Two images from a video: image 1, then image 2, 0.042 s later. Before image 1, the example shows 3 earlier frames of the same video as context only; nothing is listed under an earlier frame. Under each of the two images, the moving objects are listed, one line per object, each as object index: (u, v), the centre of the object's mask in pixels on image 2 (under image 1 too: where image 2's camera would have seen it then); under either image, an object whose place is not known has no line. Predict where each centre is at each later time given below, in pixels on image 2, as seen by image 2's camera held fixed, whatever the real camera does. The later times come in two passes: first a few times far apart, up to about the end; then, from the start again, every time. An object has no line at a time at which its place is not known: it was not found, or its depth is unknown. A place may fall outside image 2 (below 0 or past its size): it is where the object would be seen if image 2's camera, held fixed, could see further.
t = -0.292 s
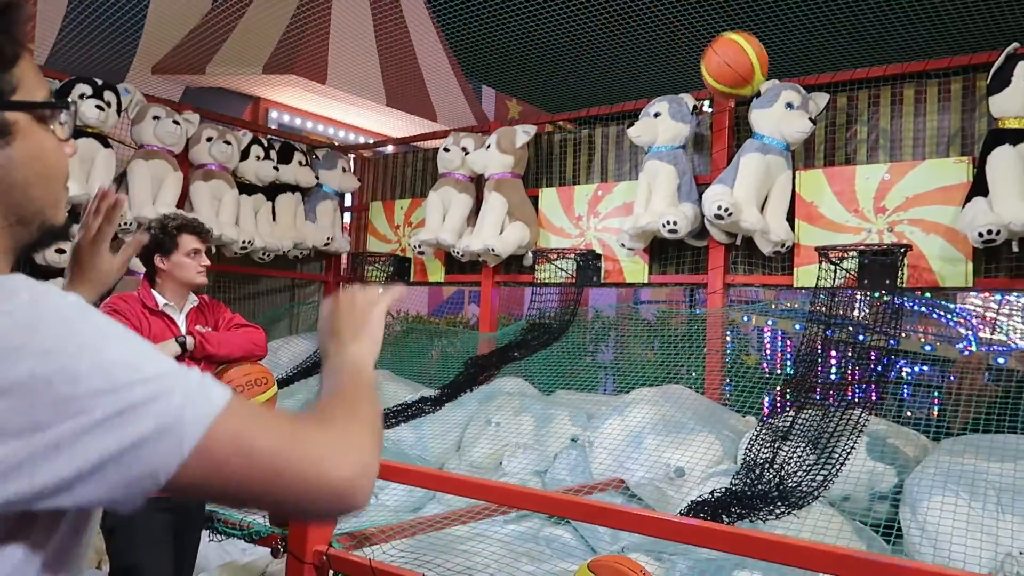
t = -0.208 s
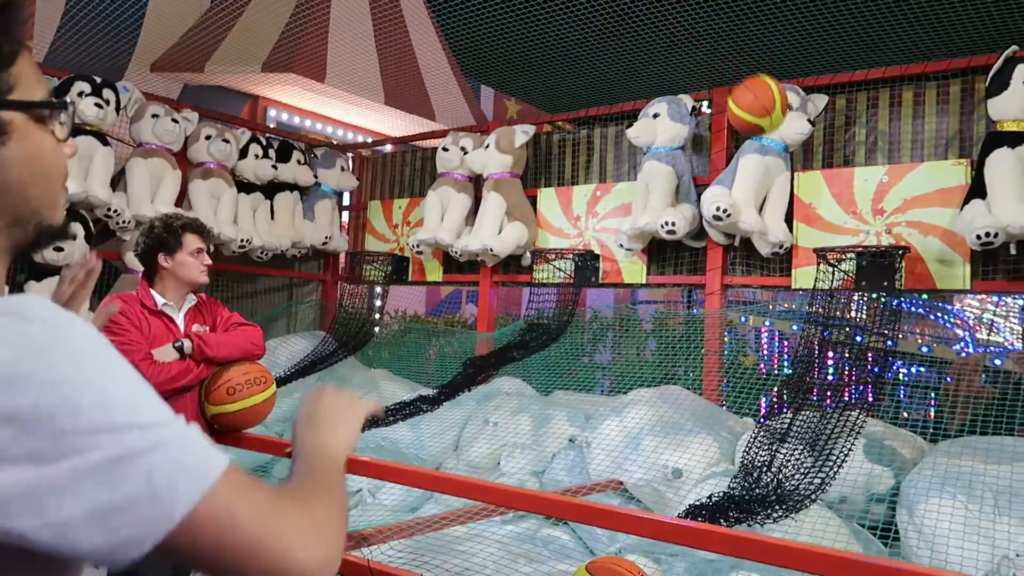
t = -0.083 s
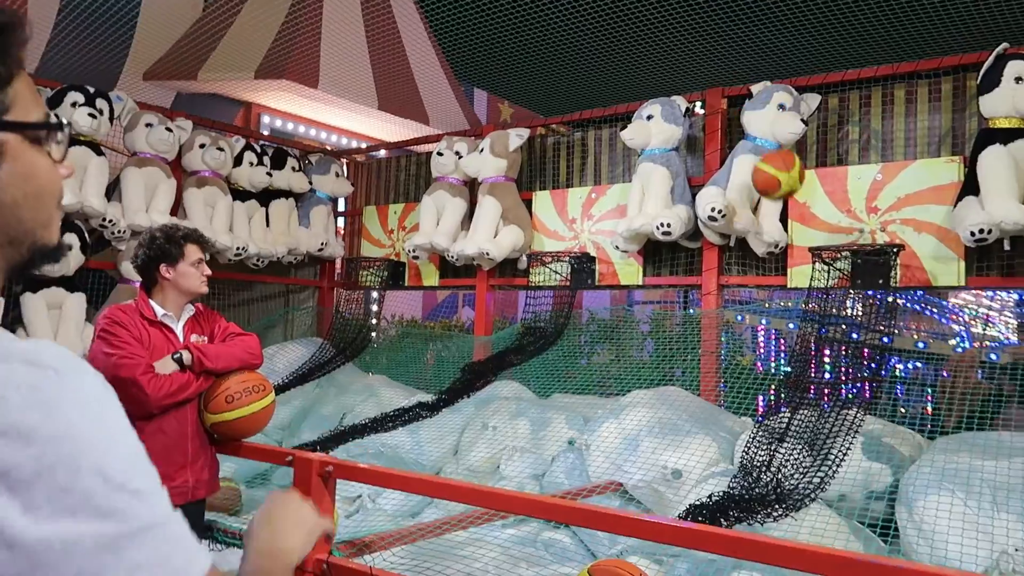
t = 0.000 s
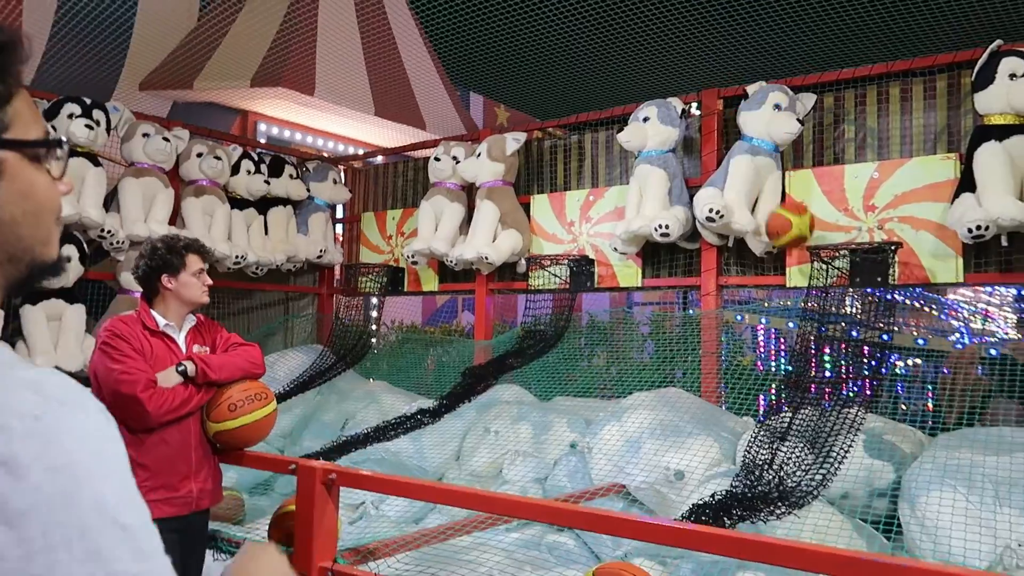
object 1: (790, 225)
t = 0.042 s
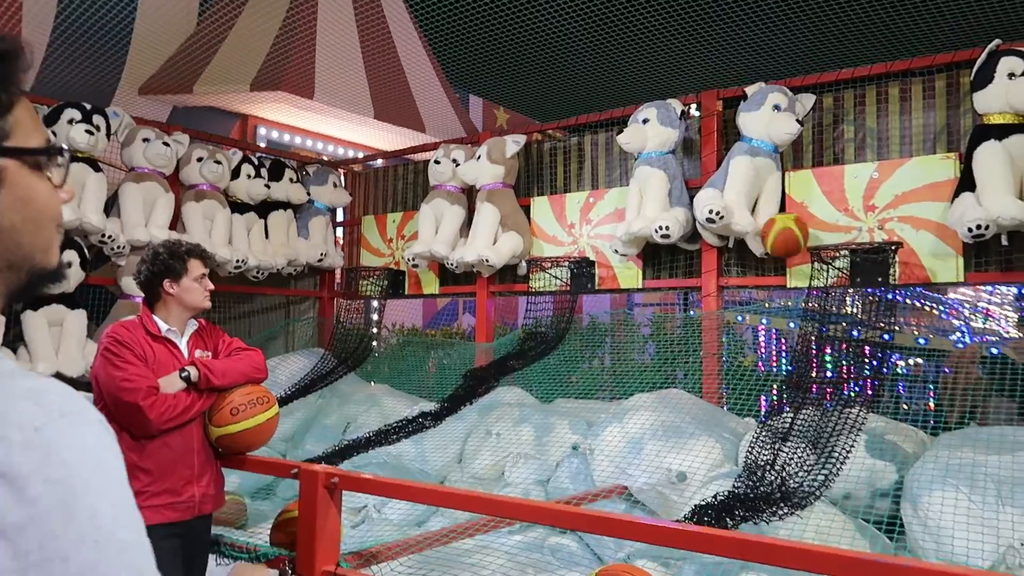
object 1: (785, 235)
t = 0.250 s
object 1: (760, 224)
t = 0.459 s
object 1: (750, 263)
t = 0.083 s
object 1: (777, 237)
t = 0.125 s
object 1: (769, 232)
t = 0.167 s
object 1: (765, 226)
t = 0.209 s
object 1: (762, 225)
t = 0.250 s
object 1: (760, 224)
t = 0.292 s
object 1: (758, 225)
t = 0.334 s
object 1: (756, 231)
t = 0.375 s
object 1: (755, 239)
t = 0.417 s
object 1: (752, 249)
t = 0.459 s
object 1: (750, 263)
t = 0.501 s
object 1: (748, 281)
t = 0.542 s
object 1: (745, 303)
